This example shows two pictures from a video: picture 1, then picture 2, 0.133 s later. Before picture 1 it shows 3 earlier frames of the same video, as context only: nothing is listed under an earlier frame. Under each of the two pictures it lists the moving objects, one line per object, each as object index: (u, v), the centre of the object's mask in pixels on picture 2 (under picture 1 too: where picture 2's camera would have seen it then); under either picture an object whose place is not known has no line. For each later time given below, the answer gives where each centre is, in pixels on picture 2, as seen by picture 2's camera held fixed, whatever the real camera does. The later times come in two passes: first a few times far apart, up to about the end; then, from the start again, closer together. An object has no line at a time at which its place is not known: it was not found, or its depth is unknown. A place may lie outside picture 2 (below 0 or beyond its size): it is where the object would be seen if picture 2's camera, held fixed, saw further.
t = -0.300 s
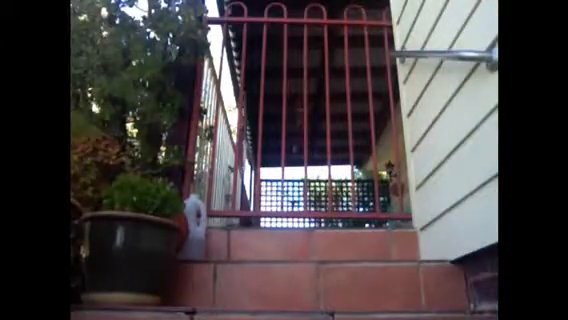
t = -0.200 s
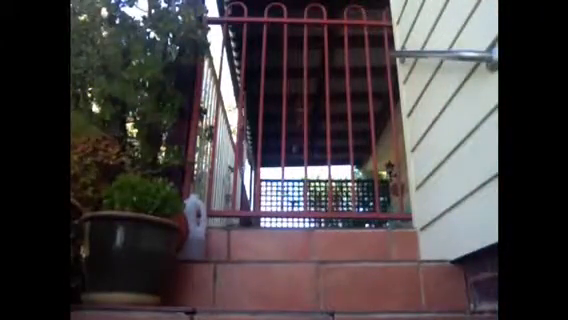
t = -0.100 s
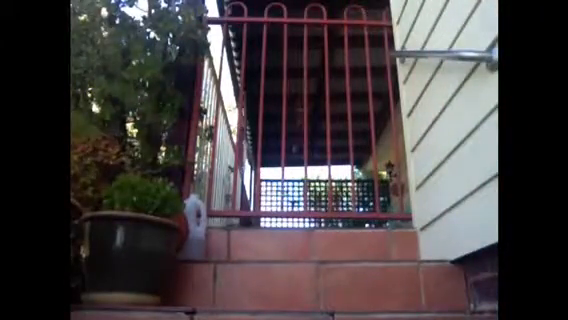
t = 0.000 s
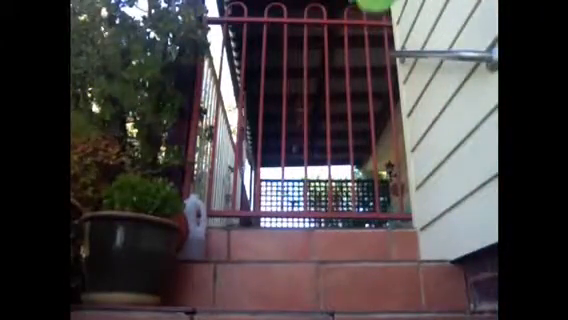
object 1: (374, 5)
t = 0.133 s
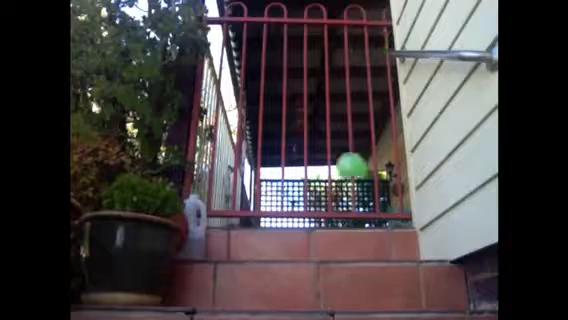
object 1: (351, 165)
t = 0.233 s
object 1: (343, 252)
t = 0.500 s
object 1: (320, 232)
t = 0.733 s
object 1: (305, 295)
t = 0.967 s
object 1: (274, 285)
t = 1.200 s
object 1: (230, 298)
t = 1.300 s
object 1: (200, 301)
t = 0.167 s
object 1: (346, 207)
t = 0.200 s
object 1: (341, 245)
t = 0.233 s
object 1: (343, 252)
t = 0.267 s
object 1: (335, 247)
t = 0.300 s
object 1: (332, 240)
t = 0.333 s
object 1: (331, 231)
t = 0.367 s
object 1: (328, 223)
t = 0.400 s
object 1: (327, 222)
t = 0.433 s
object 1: (325, 223)
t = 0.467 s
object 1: (320, 225)
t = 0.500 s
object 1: (320, 232)
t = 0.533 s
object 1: (316, 242)
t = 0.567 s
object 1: (313, 255)
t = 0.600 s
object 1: (311, 262)
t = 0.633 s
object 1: (312, 273)
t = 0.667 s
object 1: (308, 289)
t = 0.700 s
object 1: (306, 300)
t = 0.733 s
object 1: (305, 295)
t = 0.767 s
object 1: (301, 286)
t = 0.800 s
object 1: (297, 275)
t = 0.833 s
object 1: (293, 272)
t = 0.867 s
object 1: (290, 267)
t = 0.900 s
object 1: (284, 267)
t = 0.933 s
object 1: (280, 274)
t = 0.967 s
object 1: (274, 285)
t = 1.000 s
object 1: (269, 299)
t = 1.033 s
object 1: (261, 309)
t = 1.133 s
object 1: (241, 311)
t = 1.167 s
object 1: (240, 305)
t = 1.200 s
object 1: (230, 298)
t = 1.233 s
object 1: (217, 298)
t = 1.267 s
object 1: (211, 297)
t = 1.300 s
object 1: (200, 301)
